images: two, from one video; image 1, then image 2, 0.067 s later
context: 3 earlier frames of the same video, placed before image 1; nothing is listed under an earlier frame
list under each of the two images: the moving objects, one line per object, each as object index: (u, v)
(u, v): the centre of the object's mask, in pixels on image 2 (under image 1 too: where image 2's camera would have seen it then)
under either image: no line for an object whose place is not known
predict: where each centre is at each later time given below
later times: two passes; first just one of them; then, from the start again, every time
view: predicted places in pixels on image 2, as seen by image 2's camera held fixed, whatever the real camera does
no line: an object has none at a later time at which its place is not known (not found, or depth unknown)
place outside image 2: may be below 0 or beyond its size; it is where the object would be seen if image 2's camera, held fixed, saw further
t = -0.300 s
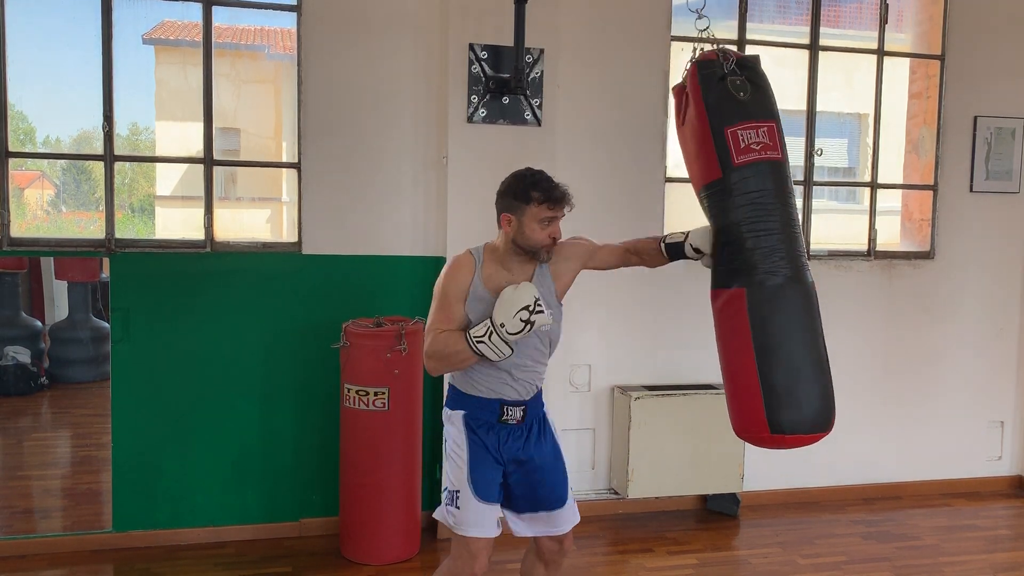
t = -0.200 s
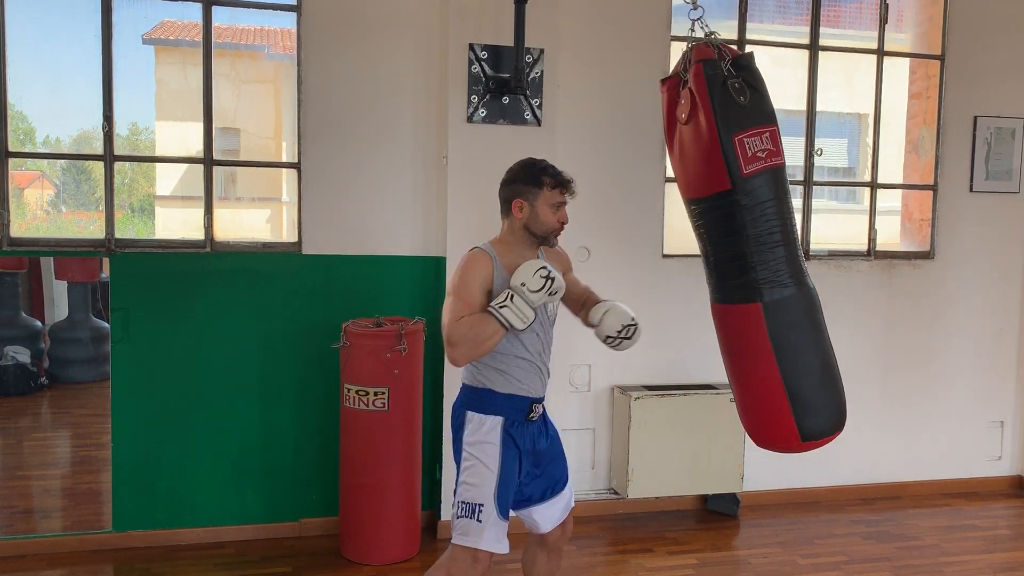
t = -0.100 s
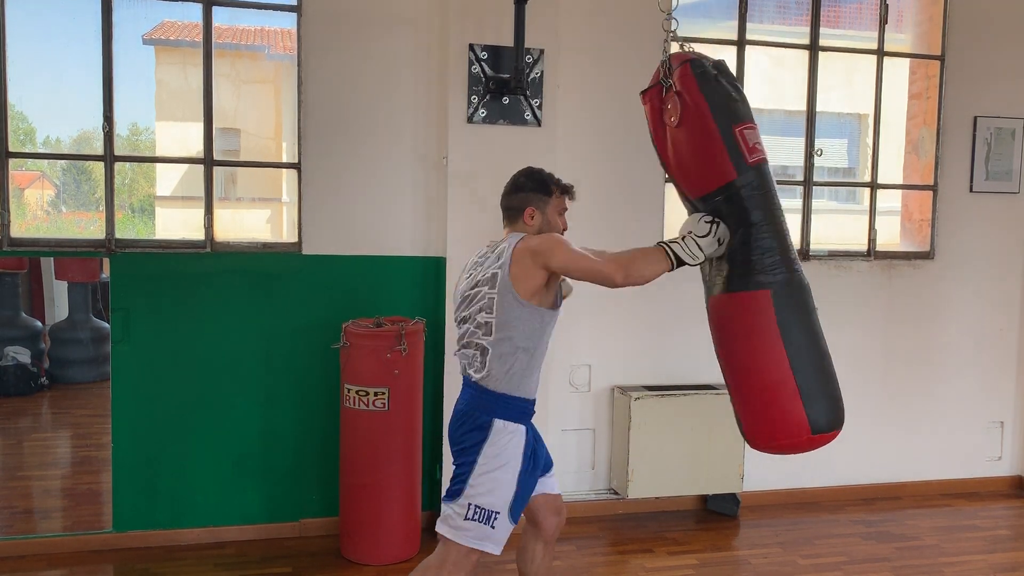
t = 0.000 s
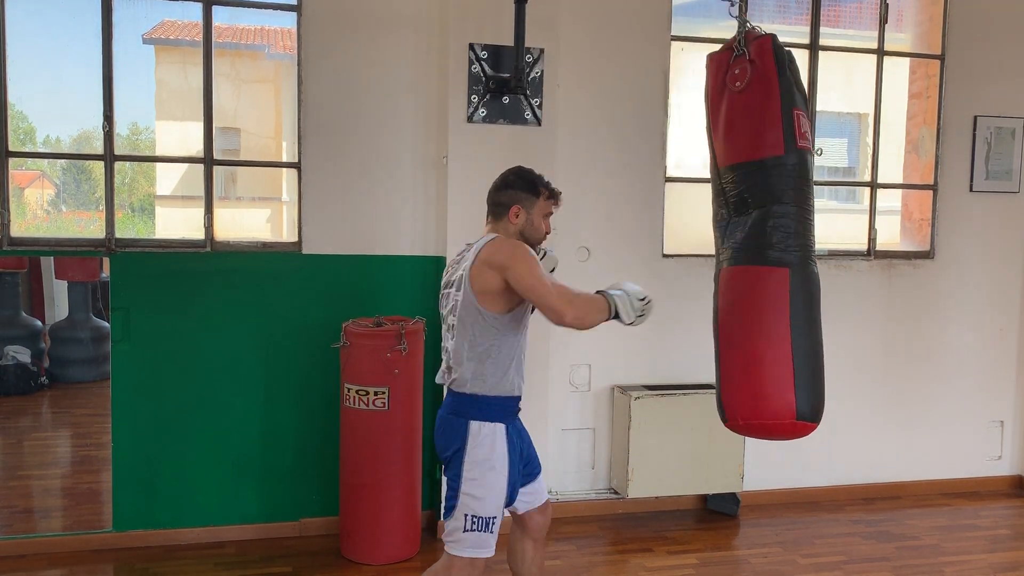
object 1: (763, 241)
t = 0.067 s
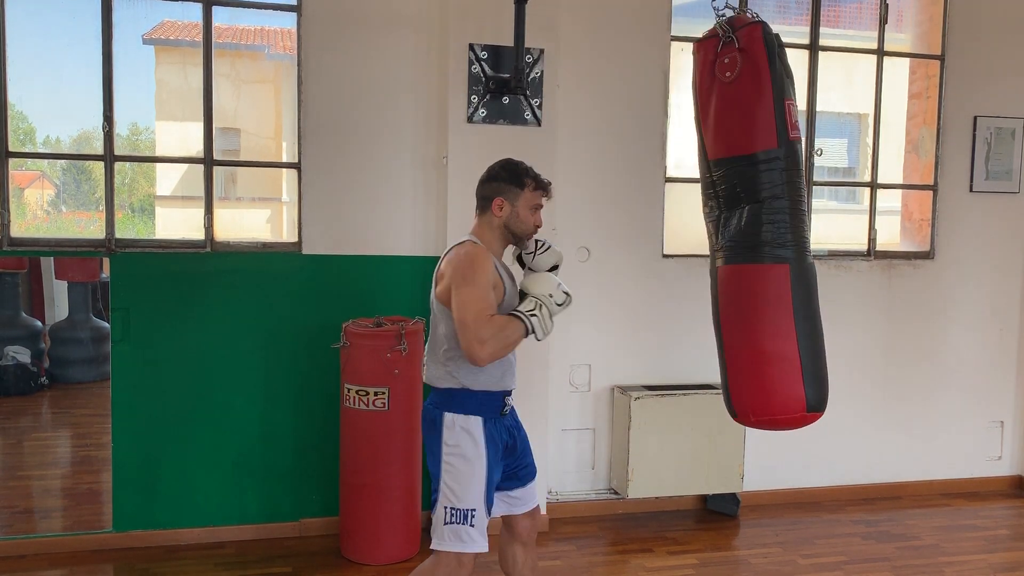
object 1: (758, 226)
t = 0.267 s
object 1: (733, 263)
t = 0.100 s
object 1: (754, 225)
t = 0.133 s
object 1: (750, 228)
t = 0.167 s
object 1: (746, 235)
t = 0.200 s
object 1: (742, 245)
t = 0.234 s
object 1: (737, 255)
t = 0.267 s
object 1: (733, 263)
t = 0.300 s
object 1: (730, 263)
